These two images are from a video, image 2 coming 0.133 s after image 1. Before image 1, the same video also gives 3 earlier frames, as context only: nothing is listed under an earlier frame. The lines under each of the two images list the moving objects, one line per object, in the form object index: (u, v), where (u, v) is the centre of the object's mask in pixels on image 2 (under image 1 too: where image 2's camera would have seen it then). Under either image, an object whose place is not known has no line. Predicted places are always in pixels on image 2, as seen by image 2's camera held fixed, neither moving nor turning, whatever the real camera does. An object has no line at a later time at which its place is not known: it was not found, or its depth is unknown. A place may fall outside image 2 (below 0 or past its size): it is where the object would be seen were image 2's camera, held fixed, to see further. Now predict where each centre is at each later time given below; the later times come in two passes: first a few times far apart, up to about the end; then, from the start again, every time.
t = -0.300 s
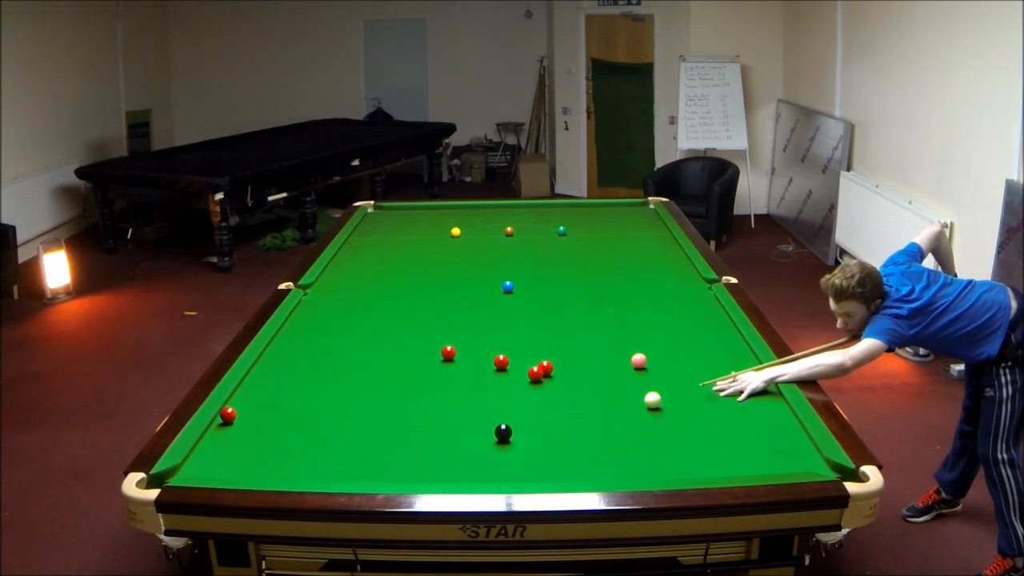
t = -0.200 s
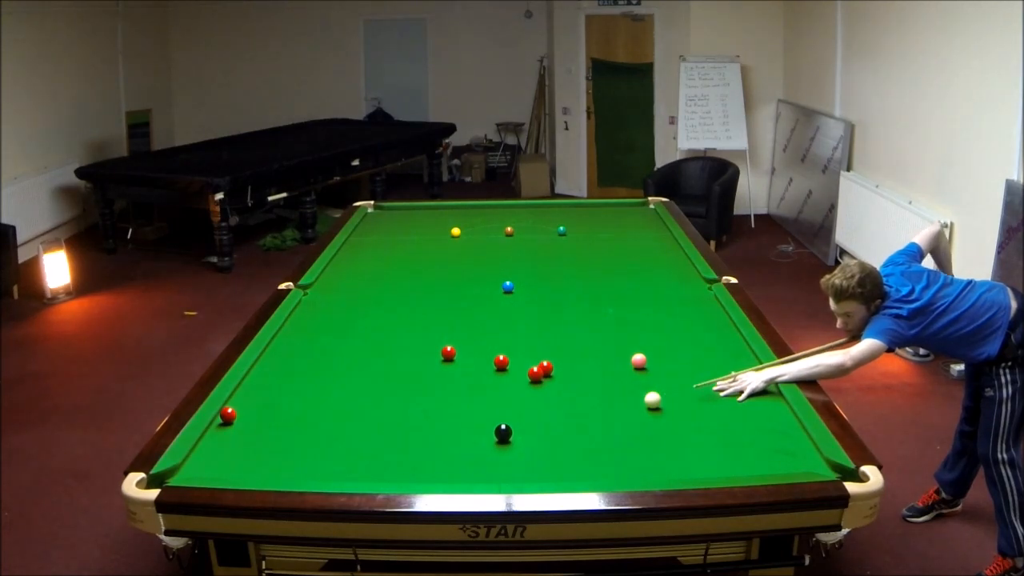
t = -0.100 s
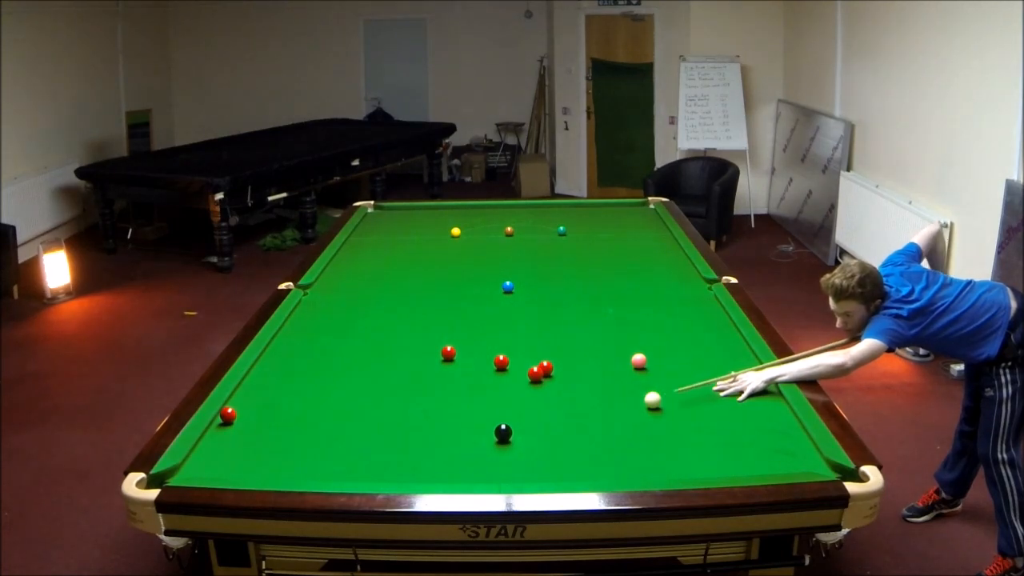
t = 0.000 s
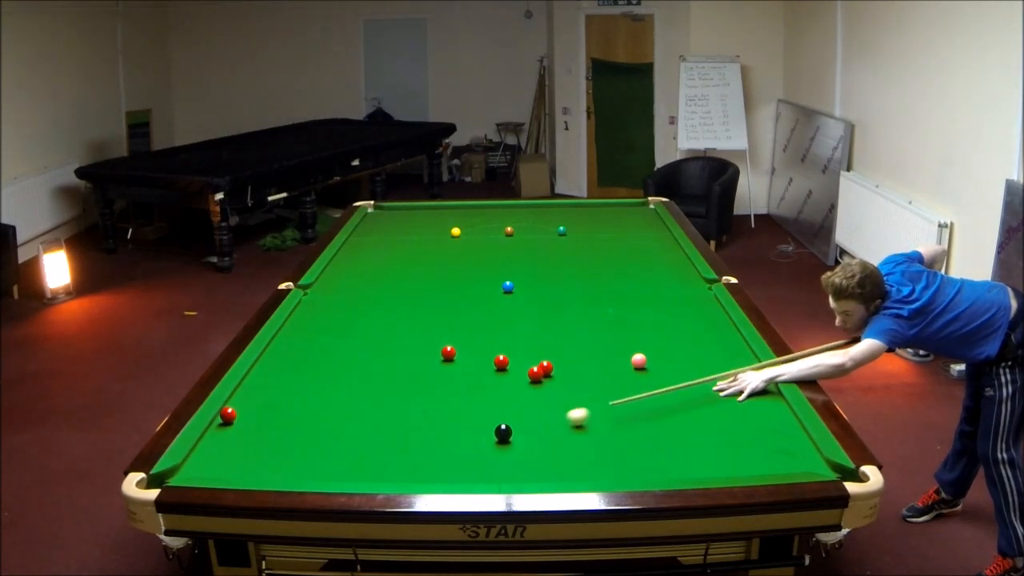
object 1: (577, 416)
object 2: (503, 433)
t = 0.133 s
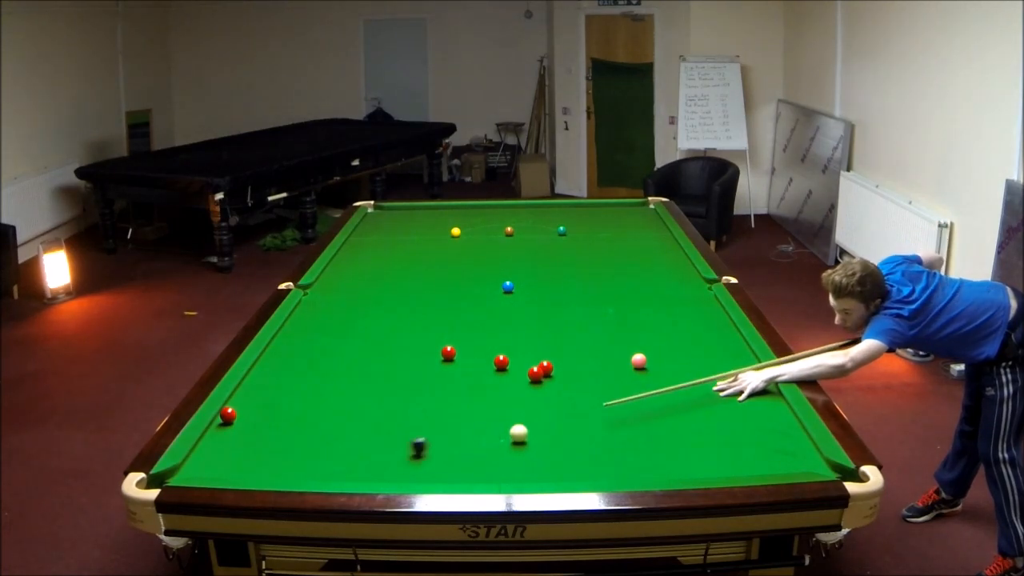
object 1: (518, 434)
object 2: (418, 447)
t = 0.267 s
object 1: (505, 442)
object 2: (278, 466)
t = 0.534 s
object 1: (438, 465)
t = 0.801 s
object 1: (361, 473)
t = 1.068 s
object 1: (304, 459)
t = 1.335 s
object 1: (254, 444)
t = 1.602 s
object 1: (213, 431)
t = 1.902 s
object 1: (259, 420)
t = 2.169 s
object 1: (295, 410)
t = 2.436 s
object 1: (328, 402)
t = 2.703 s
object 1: (359, 394)
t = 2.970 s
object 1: (387, 386)
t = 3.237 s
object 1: (413, 379)
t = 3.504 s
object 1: (437, 372)
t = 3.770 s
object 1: (458, 367)
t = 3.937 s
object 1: (471, 363)
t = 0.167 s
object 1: (516, 436)
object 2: (382, 452)
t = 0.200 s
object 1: (513, 438)
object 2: (347, 457)
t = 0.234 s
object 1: (510, 440)
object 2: (313, 462)
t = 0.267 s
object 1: (505, 442)
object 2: (278, 466)
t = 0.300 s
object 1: (499, 444)
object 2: (245, 469)
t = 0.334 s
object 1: (493, 447)
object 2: (213, 471)
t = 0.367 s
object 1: (486, 450)
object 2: (183, 473)
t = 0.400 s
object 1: (478, 452)
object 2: (164, 479)
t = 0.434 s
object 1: (469, 456)
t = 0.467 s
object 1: (459, 459)
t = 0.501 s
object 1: (448, 462)
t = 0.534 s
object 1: (438, 465)
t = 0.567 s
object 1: (427, 469)
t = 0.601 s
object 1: (416, 472)
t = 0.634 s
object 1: (406, 474)
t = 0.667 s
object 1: (395, 476)
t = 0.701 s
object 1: (384, 478)
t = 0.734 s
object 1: (376, 476)
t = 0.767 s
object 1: (368, 475)
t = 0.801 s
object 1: (361, 473)
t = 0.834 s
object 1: (354, 472)
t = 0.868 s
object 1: (346, 470)
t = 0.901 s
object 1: (339, 468)
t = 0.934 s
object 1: (332, 466)
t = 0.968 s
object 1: (325, 464)
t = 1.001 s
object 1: (318, 463)
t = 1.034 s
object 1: (311, 461)
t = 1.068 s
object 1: (304, 459)
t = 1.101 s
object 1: (298, 457)
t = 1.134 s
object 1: (291, 455)
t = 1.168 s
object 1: (285, 453)
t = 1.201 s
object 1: (278, 451)
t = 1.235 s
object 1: (272, 449)
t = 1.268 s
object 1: (266, 448)
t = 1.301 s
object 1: (260, 446)
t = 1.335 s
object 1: (254, 444)
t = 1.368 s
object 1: (248, 443)
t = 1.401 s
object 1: (242, 441)
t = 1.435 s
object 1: (237, 439)
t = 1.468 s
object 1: (231, 437)
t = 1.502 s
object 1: (226, 435)
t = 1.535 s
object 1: (220, 434)
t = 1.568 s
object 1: (215, 432)
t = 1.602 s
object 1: (213, 431)
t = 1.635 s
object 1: (219, 429)
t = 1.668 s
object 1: (225, 428)
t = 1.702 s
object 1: (230, 427)
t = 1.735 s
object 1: (235, 426)
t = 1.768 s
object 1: (240, 425)
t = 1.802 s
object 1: (244, 423)
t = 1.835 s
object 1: (250, 422)
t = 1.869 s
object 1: (254, 421)
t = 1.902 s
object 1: (259, 420)
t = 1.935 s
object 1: (264, 419)
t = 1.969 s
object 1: (268, 417)
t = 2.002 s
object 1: (272, 416)
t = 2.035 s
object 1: (277, 415)
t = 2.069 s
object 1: (282, 414)
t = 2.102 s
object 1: (286, 413)
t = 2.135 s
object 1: (291, 412)
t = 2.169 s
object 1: (295, 410)
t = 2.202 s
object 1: (299, 409)
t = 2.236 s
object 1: (303, 408)
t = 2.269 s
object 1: (308, 407)
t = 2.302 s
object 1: (312, 406)
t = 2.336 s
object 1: (316, 405)
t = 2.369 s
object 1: (320, 404)
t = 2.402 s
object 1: (324, 403)
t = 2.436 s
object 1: (328, 402)
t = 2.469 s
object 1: (332, 401)
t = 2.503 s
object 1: (336, 400)
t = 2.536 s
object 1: (340, 399)
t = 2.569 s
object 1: (344, 398)
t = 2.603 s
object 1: (348, 397)
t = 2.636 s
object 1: (352, 396)
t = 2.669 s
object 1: (355, 395)
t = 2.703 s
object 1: (359, 394)
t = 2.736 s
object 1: (363, 393)
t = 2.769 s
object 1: (366, 392)
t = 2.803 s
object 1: (370, 391)
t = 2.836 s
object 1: (373, 390)
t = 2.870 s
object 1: (377, 389)
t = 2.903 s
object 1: (380, 388)
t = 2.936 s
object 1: (384, 387)
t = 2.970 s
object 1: (387, 386)
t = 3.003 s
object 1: (391, 385)
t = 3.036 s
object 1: (394, 384)
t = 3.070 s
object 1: (397, 384)
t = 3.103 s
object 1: (401, 383)
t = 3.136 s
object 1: (404, 382)
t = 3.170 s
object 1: (407, 381)
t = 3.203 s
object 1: (410, 380)
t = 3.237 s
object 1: (413, 379)
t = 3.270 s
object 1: (416, 378)
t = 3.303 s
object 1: (419, 377)
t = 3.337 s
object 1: (422, 377)
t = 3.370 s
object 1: (425, 376)
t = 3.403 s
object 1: (428, 375)
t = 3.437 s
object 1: (431, 374)
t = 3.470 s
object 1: (434, 373)
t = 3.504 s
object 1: (437, 372)
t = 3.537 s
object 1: (439, 372)
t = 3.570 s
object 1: (442, 371)
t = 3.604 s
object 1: (445, 370)
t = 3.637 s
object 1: (448, 369)
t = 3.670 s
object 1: (450, 369)
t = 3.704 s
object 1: (453, 368)
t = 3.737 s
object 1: (456, 367)
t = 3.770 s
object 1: (458, 367)
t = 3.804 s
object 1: (461, 366)
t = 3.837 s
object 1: (464, 365)
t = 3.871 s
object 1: (466, 364)
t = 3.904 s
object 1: (468, 364)
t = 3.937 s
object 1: (471, 363)
